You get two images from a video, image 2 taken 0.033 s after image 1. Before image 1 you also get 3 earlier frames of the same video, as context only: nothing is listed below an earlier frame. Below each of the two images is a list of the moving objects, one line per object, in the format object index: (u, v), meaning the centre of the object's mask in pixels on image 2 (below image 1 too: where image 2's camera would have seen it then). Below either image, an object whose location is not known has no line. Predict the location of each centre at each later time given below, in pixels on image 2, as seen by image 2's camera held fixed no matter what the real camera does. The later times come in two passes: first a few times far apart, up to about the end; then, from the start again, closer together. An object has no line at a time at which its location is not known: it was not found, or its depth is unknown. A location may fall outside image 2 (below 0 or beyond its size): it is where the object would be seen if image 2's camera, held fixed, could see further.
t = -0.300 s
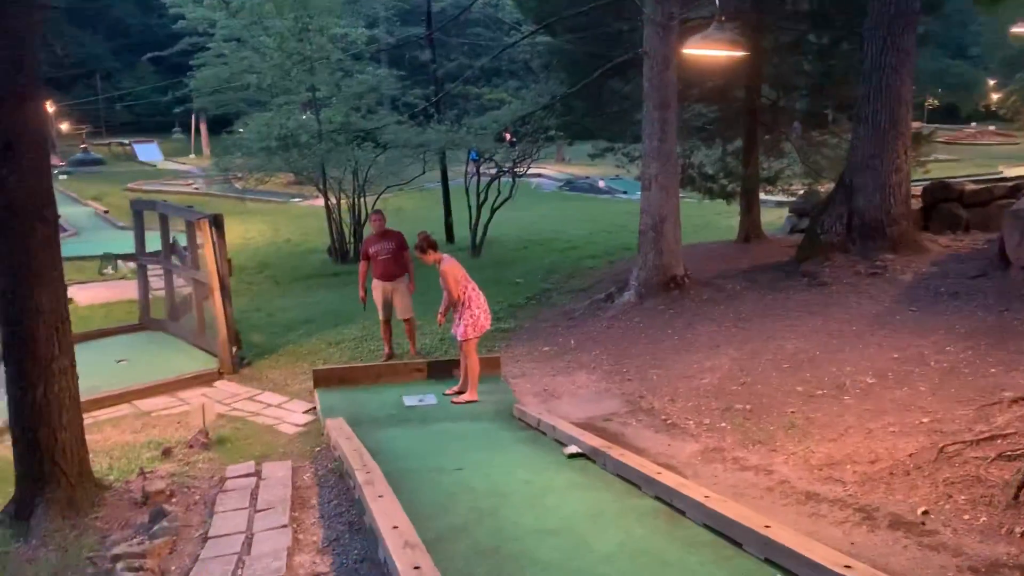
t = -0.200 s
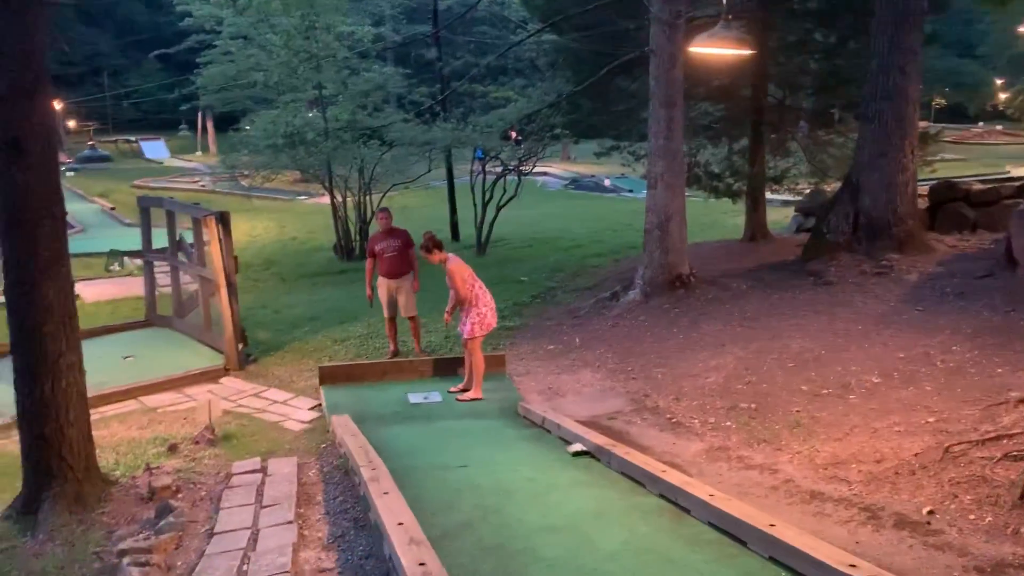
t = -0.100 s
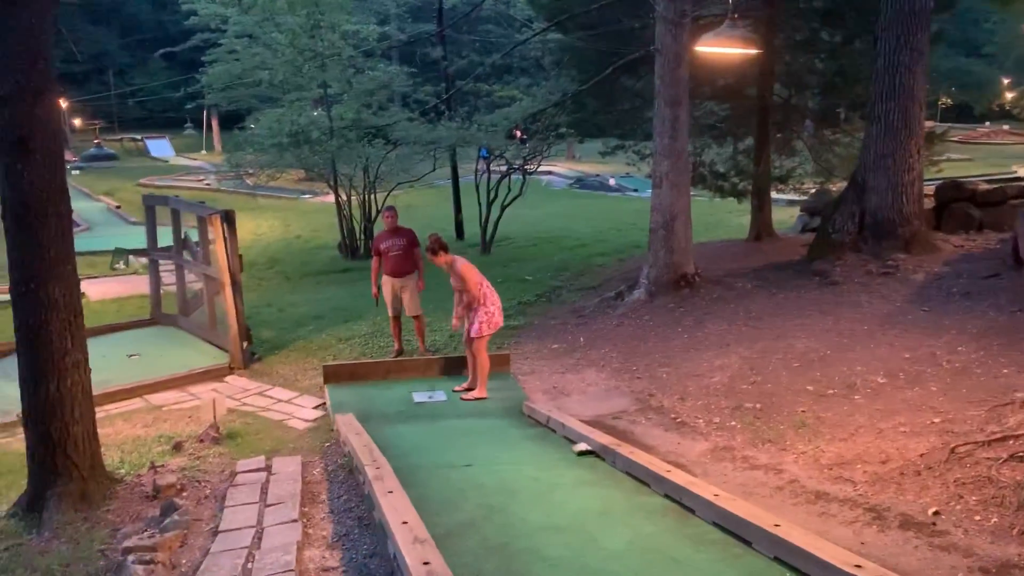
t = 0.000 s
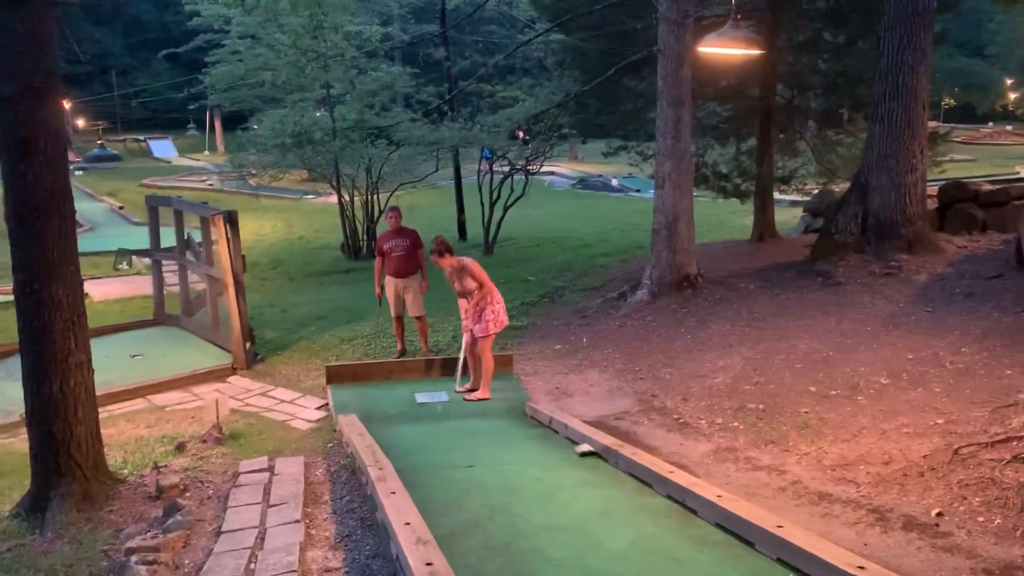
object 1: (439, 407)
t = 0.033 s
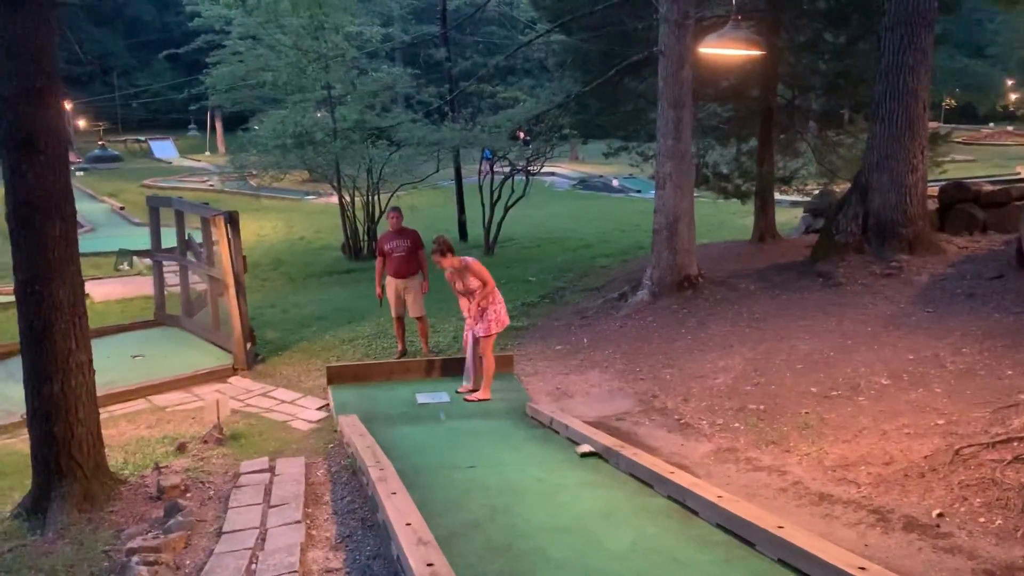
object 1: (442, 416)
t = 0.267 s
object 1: (469, 453)
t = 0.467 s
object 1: (500, 490)
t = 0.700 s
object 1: (555, 571)
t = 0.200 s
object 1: (459, 437)
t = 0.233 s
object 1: (465, 443)
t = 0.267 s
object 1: (469, 453)
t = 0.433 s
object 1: (493, 479)
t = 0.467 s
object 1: (500, 490)
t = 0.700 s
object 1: (555, 571)
